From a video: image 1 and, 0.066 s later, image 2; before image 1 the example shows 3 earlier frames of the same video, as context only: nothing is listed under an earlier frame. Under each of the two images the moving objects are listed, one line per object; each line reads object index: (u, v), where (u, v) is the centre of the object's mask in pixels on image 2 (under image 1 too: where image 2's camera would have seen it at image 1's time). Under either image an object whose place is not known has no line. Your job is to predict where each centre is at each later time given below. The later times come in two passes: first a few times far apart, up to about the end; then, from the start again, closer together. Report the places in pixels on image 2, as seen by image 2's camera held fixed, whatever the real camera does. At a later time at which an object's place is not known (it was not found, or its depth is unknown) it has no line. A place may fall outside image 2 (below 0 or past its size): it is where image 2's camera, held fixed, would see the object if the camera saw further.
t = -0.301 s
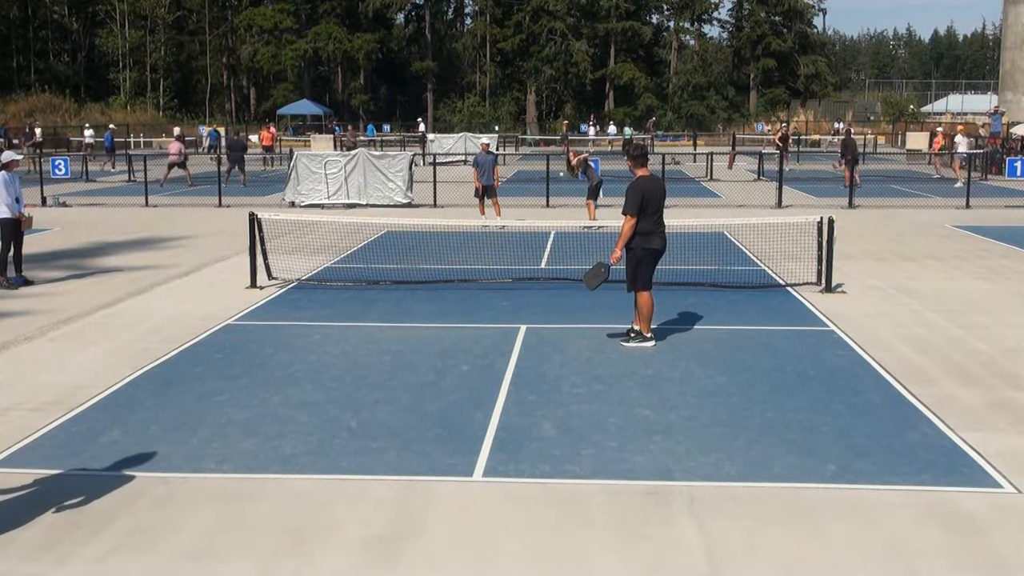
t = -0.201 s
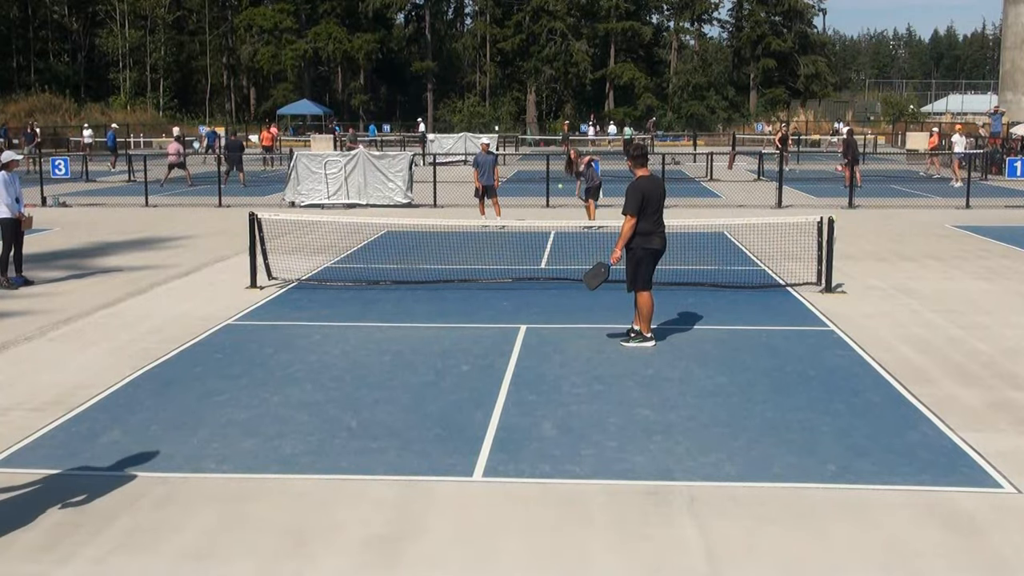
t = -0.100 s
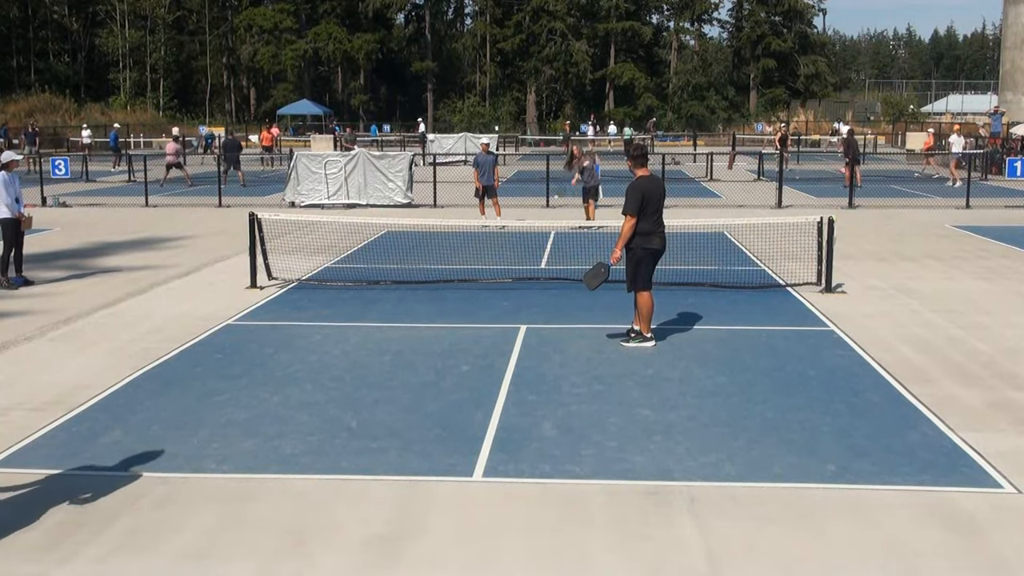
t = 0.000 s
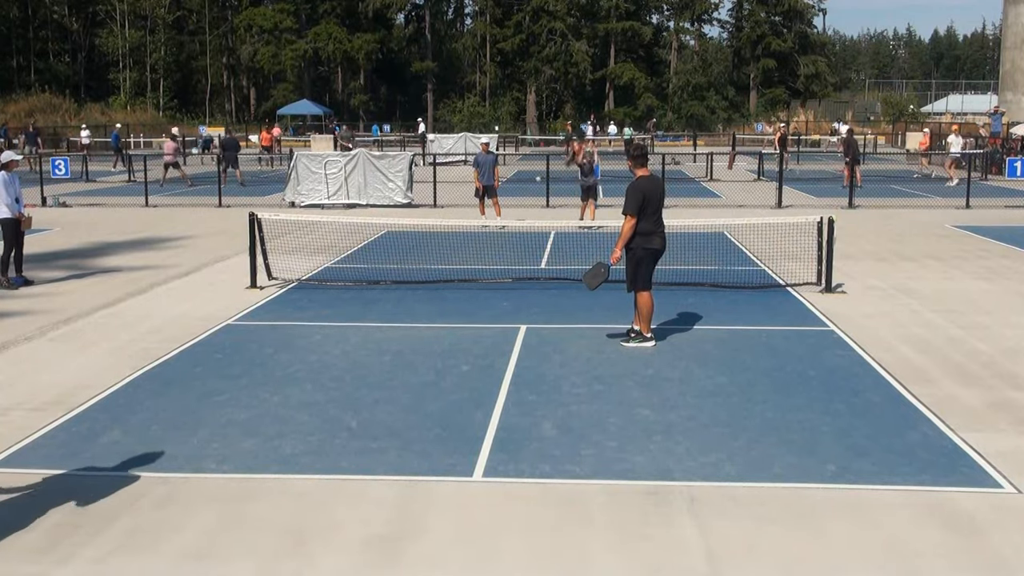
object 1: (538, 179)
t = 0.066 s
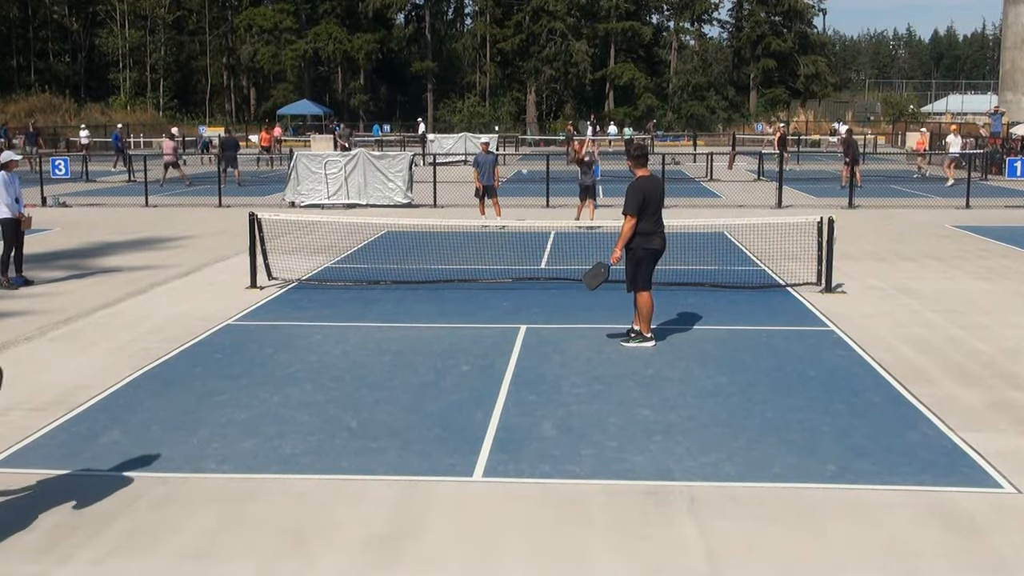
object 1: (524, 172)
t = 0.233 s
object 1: (483, 172)
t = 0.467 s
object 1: (404, 244)
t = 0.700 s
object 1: (278, 422)
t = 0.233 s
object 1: (483, 172)
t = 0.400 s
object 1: (429, 212)
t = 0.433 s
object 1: (417, 225)
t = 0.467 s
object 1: (404, 244)
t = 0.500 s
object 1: (389, 264)
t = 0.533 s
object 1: (372, 287)
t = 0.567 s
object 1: (355, 314)
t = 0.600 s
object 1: (337, 346)
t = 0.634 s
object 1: (317, 383)
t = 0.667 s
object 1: (296, 426)
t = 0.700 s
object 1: (278, 422)
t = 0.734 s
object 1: (259, 416)
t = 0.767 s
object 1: (239, 412)
